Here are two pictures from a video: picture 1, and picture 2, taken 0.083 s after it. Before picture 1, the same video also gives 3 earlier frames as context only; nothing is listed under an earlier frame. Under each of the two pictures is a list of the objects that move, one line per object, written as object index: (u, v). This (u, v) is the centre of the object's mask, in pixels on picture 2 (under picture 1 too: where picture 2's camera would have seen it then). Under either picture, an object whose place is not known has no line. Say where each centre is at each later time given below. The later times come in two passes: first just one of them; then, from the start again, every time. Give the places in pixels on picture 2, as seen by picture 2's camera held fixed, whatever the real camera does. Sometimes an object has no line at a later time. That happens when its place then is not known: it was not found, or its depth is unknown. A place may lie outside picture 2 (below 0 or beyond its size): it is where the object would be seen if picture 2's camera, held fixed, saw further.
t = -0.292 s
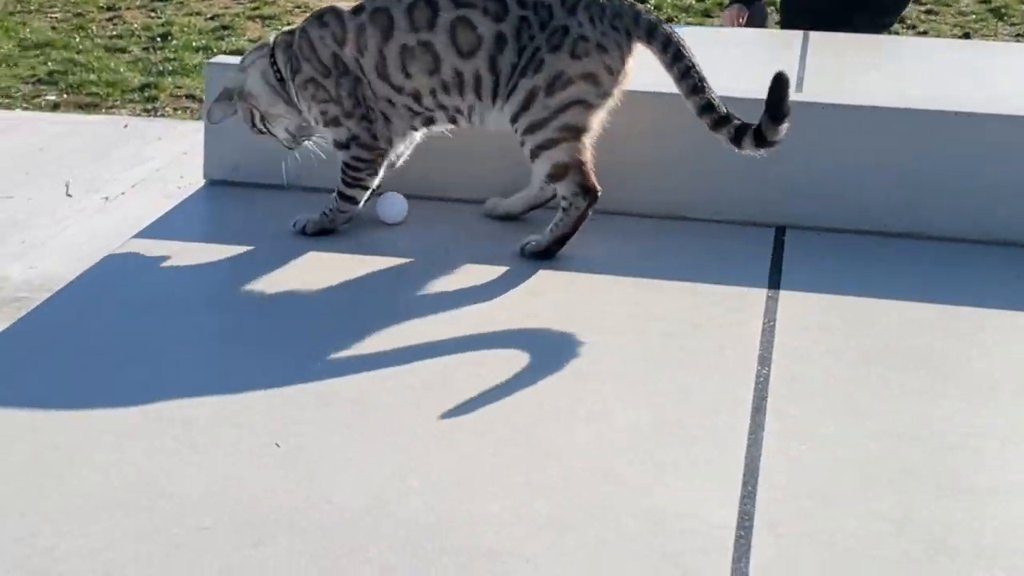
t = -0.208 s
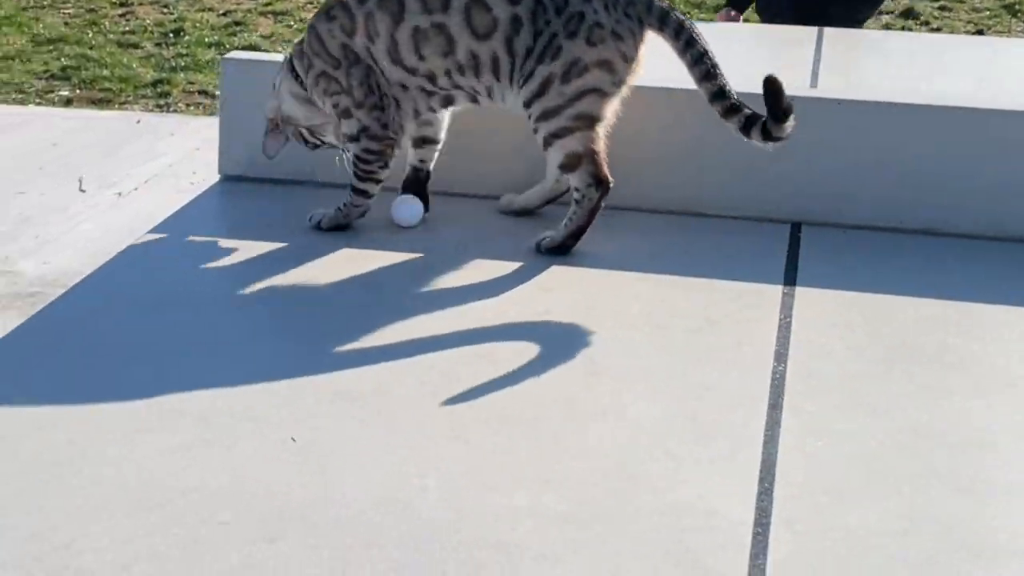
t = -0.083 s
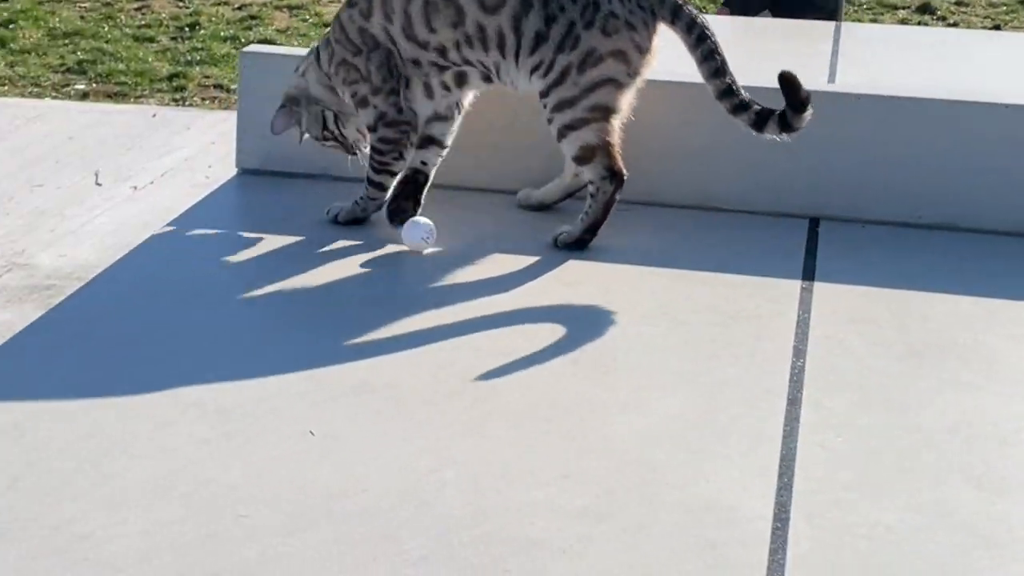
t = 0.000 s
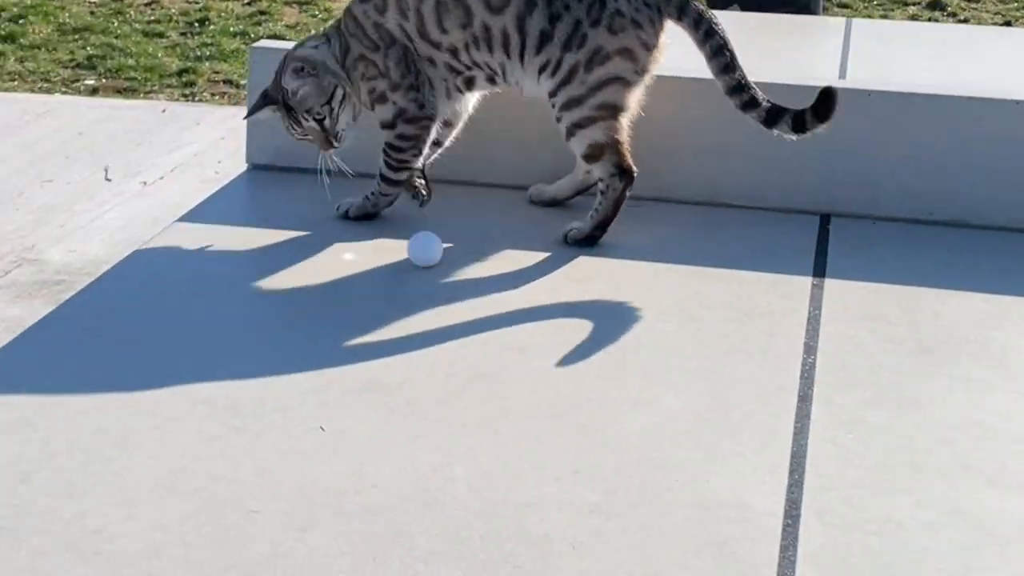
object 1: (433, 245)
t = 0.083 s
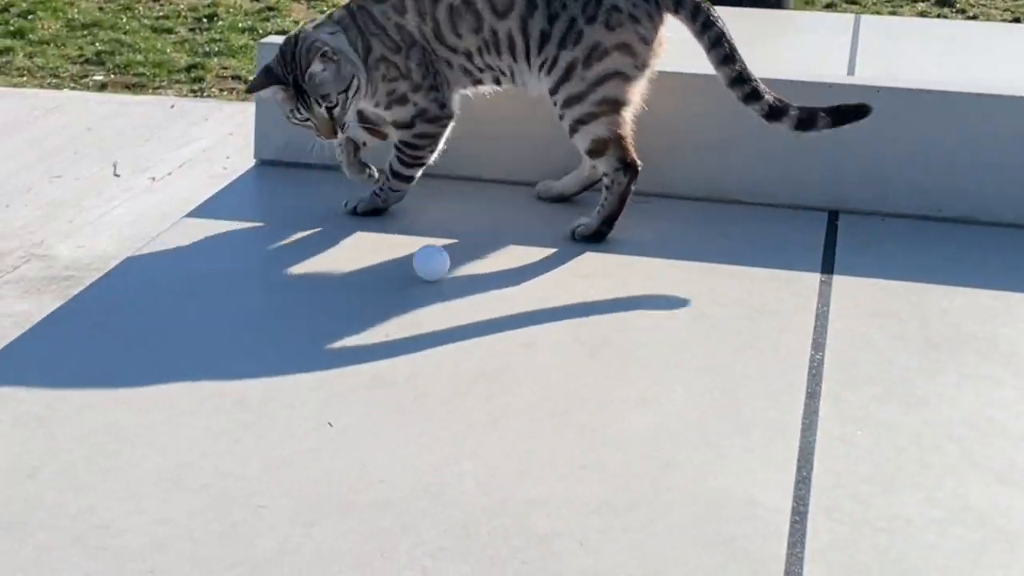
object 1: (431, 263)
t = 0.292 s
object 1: (431, 307)
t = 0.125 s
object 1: (431, 270)
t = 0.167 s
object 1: (430, 281)
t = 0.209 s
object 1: (430, 288)
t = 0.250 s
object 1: (430, 300)
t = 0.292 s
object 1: (431, 307)
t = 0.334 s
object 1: (432, 319)
